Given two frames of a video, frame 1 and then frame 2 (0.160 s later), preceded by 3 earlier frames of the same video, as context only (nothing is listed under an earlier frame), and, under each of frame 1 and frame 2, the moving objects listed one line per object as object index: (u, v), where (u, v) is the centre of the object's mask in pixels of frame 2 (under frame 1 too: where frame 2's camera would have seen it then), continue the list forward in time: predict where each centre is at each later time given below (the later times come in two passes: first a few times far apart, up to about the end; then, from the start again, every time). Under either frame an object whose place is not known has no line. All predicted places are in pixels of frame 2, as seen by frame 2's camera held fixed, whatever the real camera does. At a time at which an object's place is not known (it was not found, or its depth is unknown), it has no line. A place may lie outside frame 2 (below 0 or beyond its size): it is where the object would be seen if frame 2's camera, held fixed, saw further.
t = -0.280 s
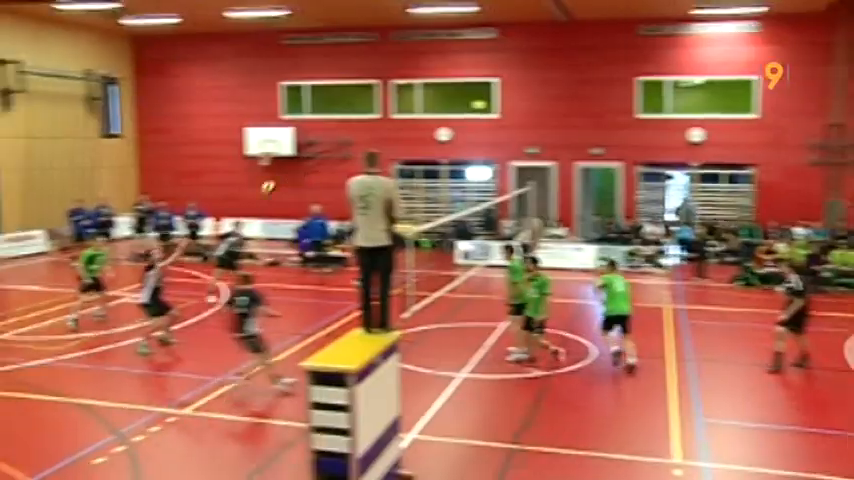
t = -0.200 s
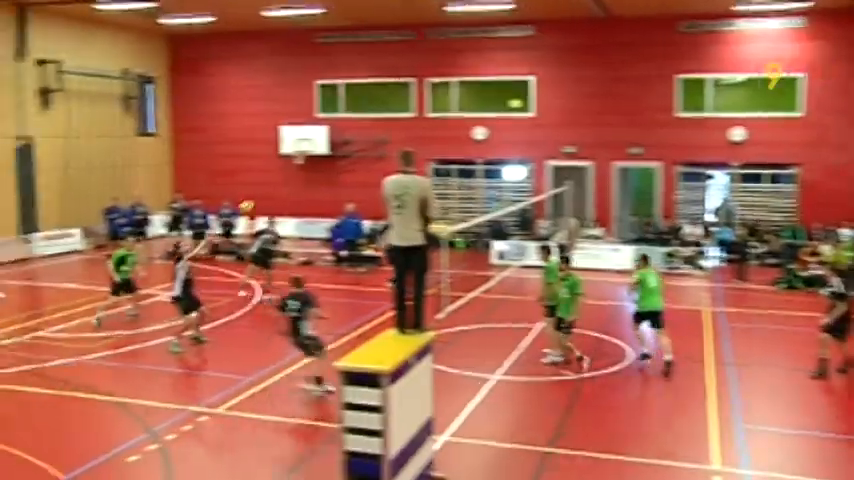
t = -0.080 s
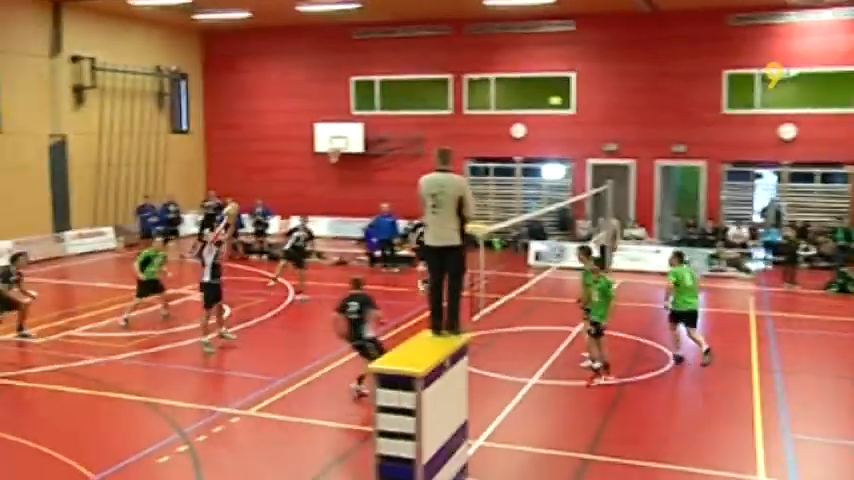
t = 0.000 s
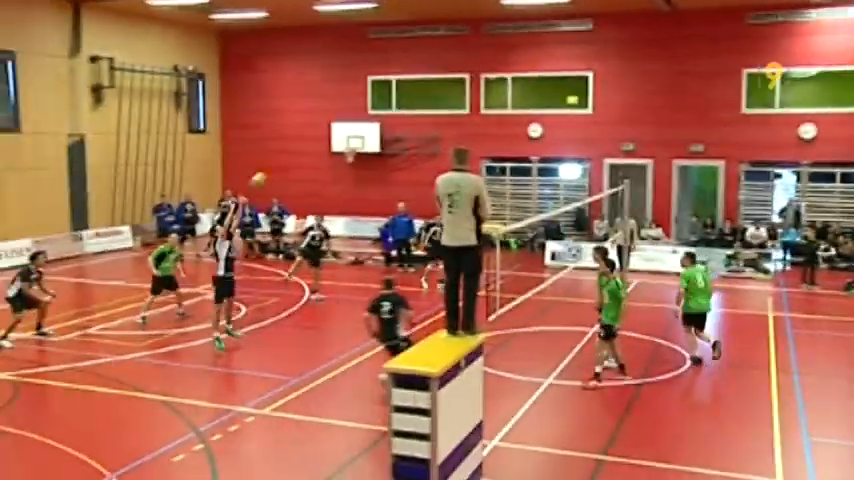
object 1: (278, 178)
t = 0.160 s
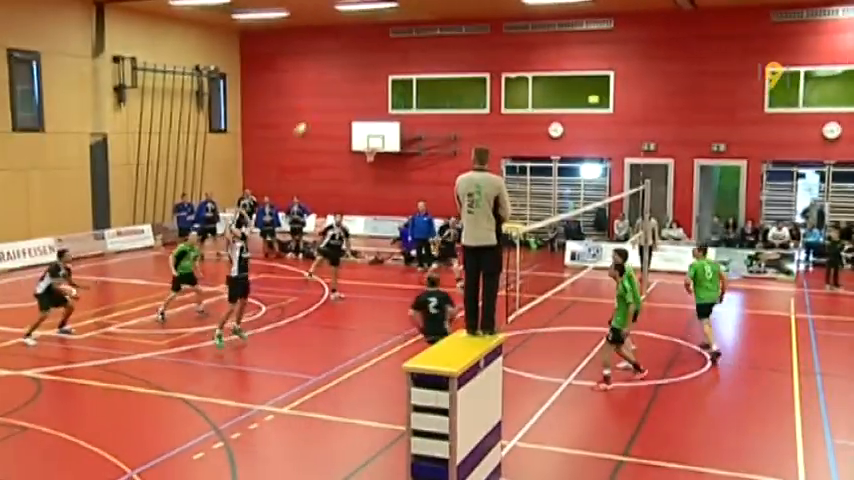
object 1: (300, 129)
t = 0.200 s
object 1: (306, 120)
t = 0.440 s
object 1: (340, 81)
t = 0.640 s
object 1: (370, 76)
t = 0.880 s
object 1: (407, 107)
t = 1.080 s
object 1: (437, 164)
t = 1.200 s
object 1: (453, 210)
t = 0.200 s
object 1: (306, 120)
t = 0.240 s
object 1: (311, 110)
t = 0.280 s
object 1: (317, 102)
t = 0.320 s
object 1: (322, 95)
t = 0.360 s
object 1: (329, 90)
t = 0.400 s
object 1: (335, 85)
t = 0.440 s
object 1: (340, 81)
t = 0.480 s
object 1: (346, 78)
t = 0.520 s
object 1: (352, 76)
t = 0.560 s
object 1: (358, 75)
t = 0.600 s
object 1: (364, 75)
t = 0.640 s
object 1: (370, 76)
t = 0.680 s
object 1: (376, 77)
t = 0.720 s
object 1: (382, 82)
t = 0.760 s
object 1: (388, 87)
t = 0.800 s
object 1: (395, 92)
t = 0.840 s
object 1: (400, 100)
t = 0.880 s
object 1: (407, 107)
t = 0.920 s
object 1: (413, 117)
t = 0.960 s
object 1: (419, 126)
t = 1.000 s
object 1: (425, 138)
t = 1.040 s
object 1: (432, 150)
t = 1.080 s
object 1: (437, 164)
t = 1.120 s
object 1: (443, 179)
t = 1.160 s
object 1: (448, 195)
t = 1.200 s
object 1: (453, 210)
